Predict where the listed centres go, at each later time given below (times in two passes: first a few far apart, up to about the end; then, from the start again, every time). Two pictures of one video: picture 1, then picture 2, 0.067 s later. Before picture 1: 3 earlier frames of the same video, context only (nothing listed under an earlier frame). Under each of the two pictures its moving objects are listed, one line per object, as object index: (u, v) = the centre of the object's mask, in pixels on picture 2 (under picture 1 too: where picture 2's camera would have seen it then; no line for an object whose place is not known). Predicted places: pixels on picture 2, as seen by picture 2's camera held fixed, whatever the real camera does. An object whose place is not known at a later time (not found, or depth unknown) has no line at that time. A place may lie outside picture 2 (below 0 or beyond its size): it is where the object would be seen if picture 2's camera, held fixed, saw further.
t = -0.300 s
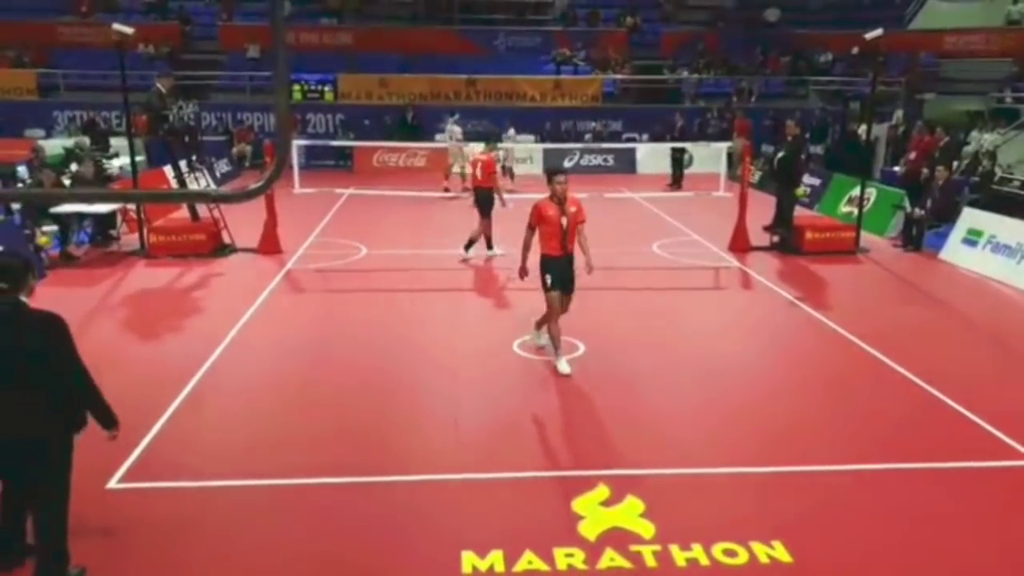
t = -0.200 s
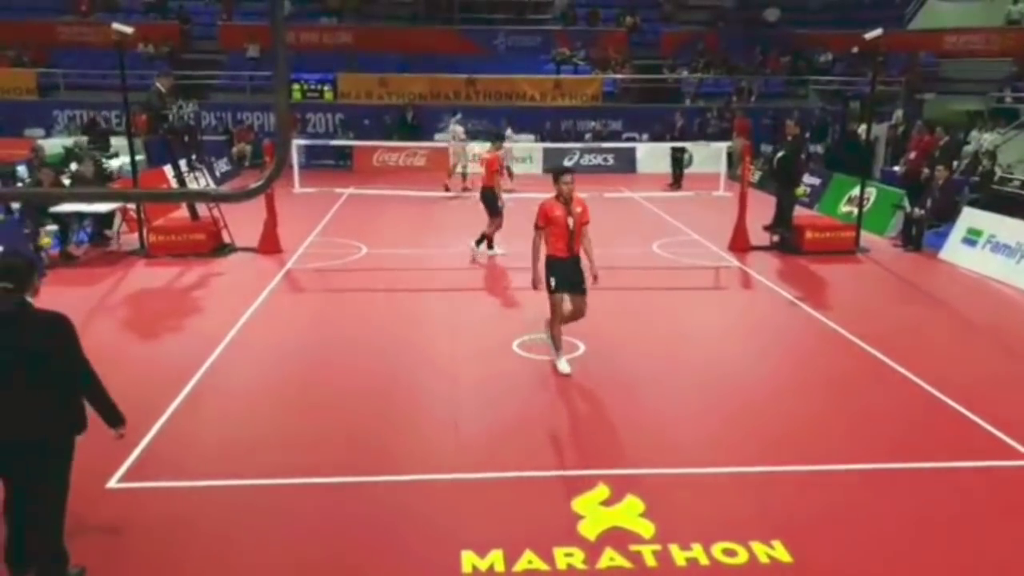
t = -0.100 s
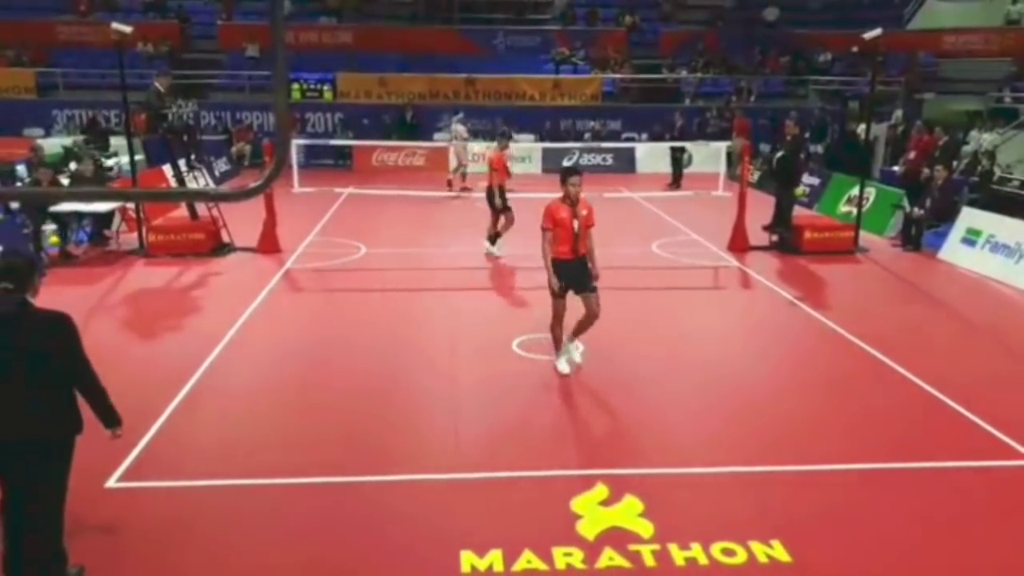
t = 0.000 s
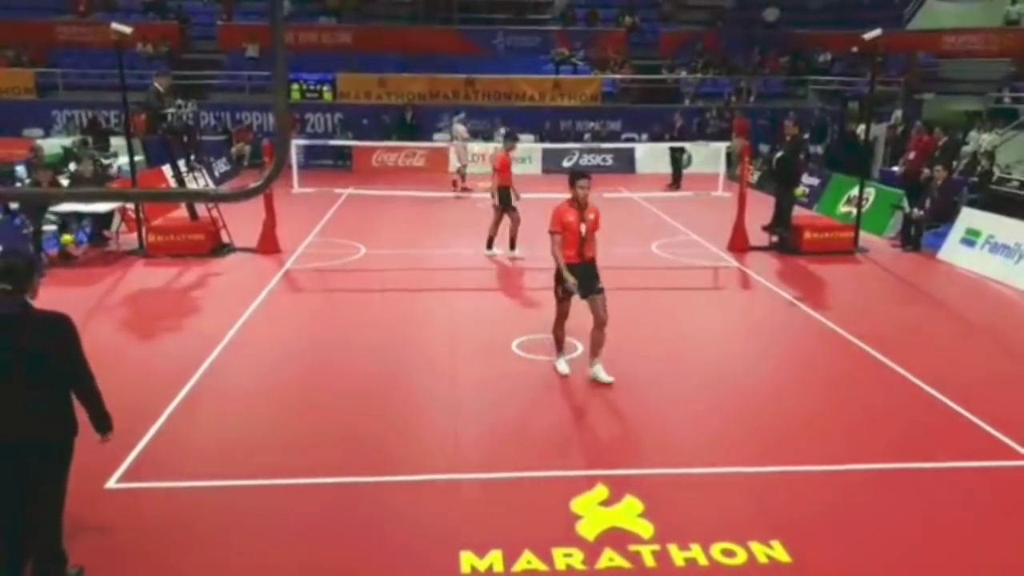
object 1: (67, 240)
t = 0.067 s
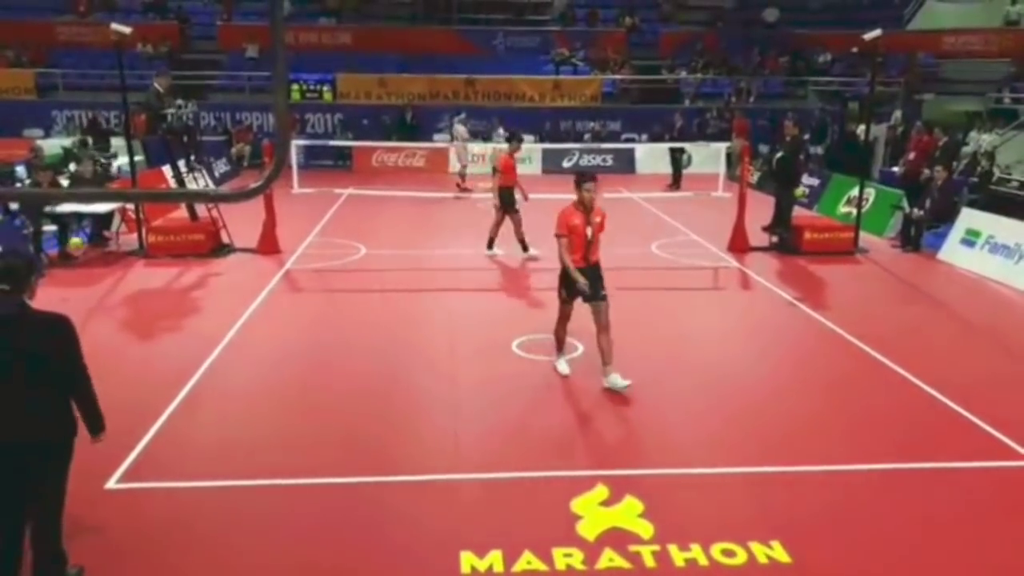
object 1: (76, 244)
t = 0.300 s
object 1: (116, 285)
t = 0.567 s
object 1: (148, 284)
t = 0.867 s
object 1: (192, 317)
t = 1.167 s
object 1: (242, 339)
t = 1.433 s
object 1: (287, 360)
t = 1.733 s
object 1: (343, 383)
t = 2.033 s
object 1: (406, 407)
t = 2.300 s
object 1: (467, 433)
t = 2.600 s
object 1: (542, 464)
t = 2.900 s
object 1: (630, 497)
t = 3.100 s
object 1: (696, 523)
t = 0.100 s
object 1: (81, 244)
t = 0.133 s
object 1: (86, 249)
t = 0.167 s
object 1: (92, 254)
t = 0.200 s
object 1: (97, 261)
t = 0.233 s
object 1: (103, 266)
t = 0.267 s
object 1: (109, 275)
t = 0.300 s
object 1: (116, 285)
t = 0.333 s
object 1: (122, 296)
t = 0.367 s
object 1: (125, 293)
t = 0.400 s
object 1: (129, 289)
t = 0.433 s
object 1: (132, 285)
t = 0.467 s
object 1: (135, 284)
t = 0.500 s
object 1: (140, 284)
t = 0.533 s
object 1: (143, 284)
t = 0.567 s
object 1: (148, 284)
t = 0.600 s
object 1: (152, 286)
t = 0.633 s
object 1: (158, 289)
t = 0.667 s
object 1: (162, 294)
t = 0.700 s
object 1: (167, 300)
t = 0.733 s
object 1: (172, 306)
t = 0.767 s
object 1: (177, 316)
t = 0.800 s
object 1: (182, 318)
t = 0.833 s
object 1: (186, 318)
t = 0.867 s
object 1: (192, 317)
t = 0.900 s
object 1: (197, 318)
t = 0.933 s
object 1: (202, 319)
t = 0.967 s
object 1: (208, 324)
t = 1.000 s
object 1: (213, 331)
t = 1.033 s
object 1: (218, 332)
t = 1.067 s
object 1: (225, 331)
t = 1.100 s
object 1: (230, 332)
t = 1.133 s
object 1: (235, 334)
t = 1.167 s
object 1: (242, 339)
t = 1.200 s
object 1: (247, 342)
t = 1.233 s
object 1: (252, 344)
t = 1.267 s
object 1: (258, 347)
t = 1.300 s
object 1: (264, 348)
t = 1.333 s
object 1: (270, 350)
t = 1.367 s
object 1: (276, 354)
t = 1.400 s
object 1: (282, 358)
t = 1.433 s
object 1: (287, 360)
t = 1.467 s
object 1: (294, 362)
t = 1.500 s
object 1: (299, 365)
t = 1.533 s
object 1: (305, 367)
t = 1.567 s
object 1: (311, 369)
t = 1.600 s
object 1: (317, 373)
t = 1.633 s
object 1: (324, 376)
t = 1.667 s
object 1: (331, 378)
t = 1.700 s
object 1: (337, 381)
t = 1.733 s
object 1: (343, 383)
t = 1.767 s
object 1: (350, 386)
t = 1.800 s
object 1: (357, 388)
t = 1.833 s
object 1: (364, 391)
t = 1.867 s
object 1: (371, 394)
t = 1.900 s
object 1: (377, 395)
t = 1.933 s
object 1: (385, 398)
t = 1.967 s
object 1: (392, 402)
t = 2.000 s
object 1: (399, 404)
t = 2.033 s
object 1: (406, 407)
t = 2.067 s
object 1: (414, 411)
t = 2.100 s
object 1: (422, 412)
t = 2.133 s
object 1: (429, 415)
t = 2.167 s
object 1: (436, 419)
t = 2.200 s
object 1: (444, 423)
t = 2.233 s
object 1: (451, 426)
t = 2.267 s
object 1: (459, 429)
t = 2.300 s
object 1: (467, 433)
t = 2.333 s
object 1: (474, 434)
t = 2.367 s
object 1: (483, 437)
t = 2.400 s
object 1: (490, 441)
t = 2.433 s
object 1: (499, 445)
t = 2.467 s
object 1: (507, 448)
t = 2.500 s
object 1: (515, 452)
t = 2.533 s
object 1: (524, 456)
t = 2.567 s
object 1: (532, 459)
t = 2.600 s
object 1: (542, 464)
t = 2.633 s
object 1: (551, 466)
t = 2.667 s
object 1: (560, 470)
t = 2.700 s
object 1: (570, 474)
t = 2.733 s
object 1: (580, 478)
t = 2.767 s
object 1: (589, 483)
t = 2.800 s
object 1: (599, 487)
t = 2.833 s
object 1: (609, 491)
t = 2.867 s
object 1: (619, 493)
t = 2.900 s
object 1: (630, 497)
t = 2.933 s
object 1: (640, 502)
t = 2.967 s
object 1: (651, 506)
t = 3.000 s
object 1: (662, 510)
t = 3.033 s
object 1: (673, 515)
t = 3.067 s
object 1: (685, 519)
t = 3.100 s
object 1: (696, 523)
